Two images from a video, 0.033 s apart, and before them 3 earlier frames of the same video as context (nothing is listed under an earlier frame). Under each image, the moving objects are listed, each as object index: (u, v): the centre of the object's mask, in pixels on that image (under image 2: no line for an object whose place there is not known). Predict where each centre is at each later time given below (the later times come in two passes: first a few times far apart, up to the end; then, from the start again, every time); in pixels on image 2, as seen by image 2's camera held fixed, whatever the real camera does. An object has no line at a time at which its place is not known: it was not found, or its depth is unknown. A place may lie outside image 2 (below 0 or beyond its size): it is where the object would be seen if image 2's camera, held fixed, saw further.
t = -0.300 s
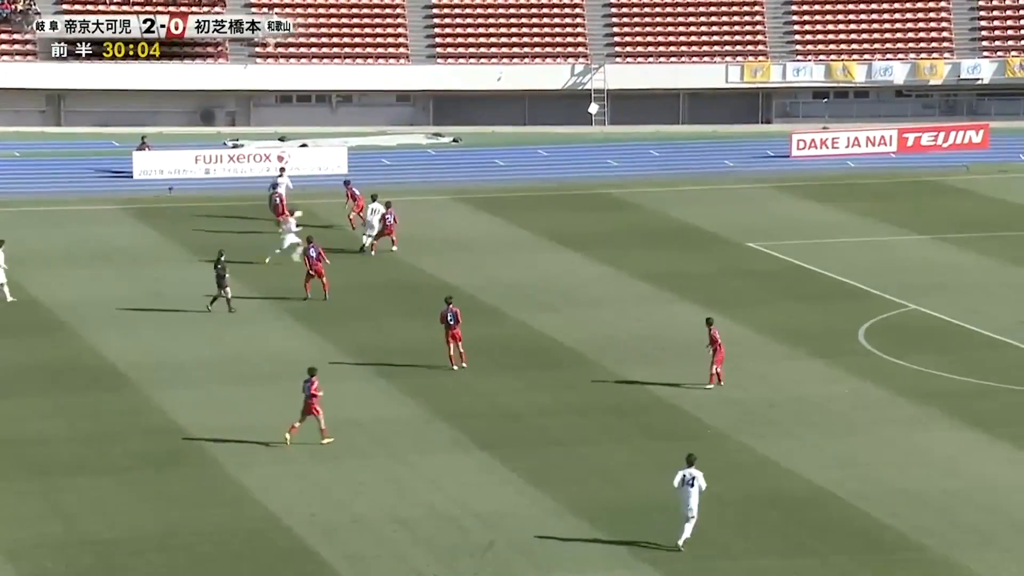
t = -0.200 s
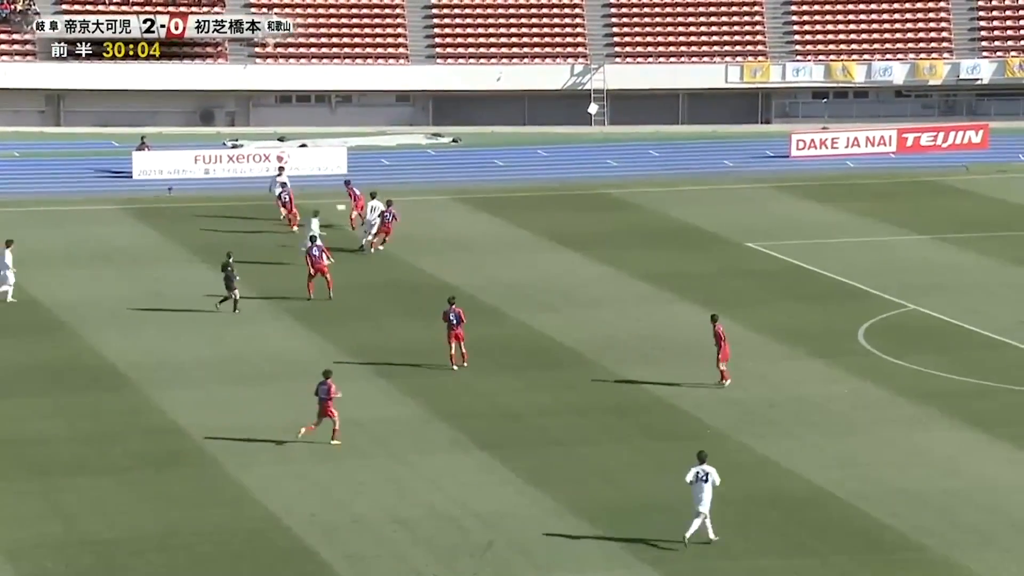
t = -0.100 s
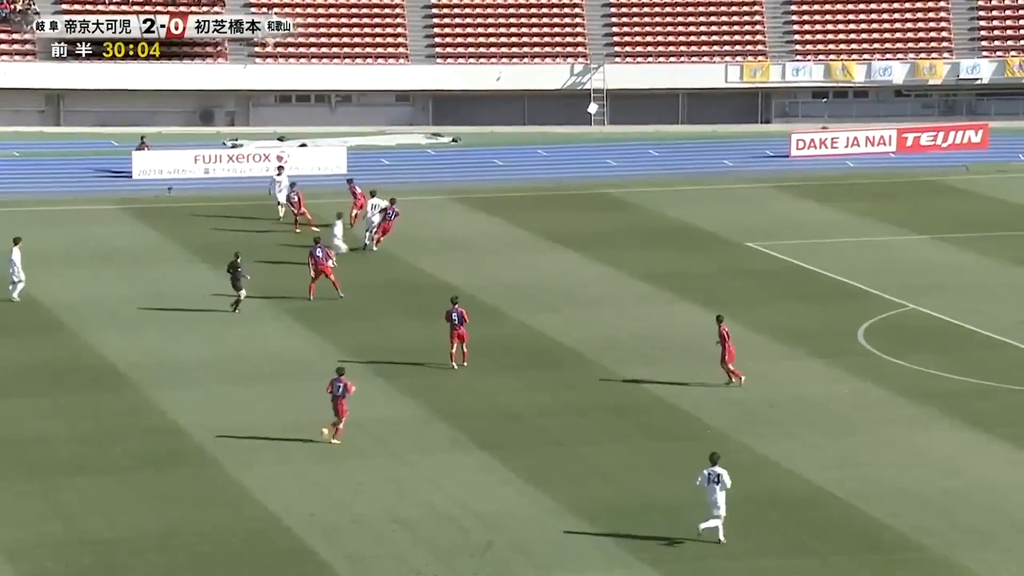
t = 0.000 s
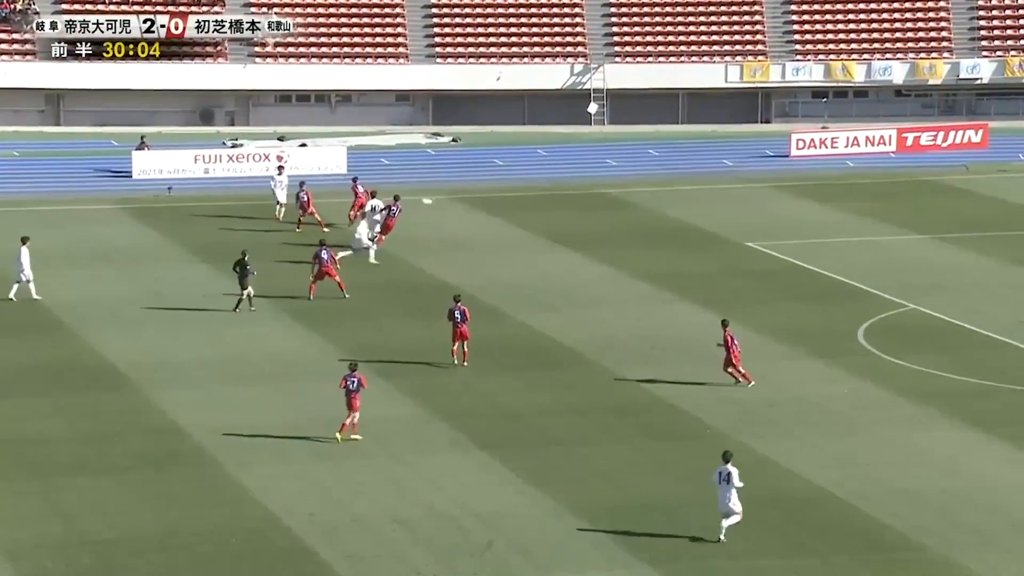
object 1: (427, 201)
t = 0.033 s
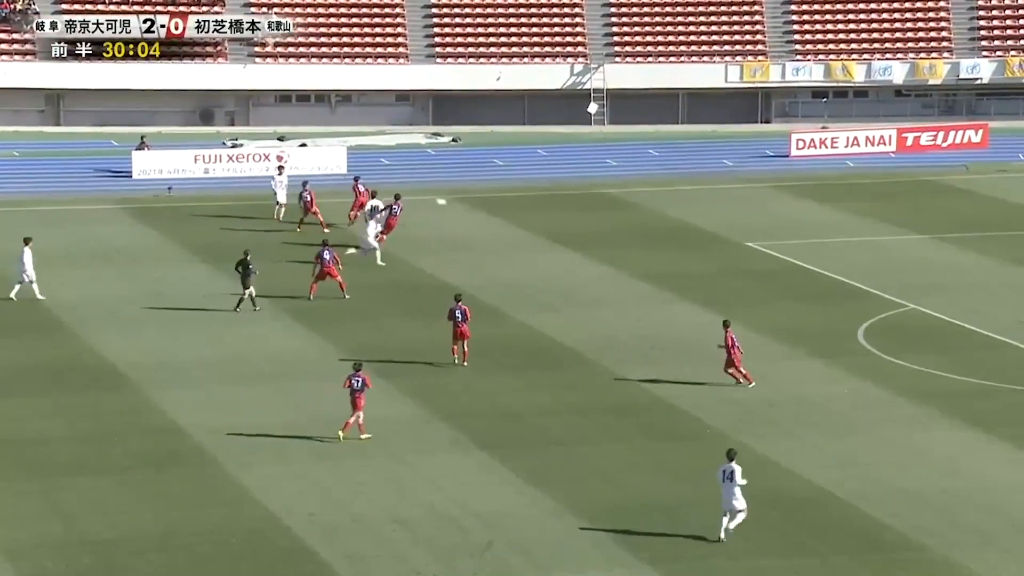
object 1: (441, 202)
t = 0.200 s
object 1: (511, 206)
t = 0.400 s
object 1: (595, 221)
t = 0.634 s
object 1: (668, 220)
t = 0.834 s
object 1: (723, 226)
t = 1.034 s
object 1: (768, 226)
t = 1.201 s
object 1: (803, 229)
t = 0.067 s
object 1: (455, 202)
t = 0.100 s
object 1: (469, 203)
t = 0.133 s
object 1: (483, 204)
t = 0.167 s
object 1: (497, 205)
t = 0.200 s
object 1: (511, 206)
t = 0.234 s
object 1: (525, 208)
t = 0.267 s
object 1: (539, 210)
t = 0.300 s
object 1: (553, 213)
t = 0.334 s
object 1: (567, 215)
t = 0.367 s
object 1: (581, 218)
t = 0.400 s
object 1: (595, 221)
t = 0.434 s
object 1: (609, 225)
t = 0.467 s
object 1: (621, 227)
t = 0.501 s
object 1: (630, 225)
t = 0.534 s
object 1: (638, 224)
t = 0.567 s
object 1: (648, 222)
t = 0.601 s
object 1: (659, 221)
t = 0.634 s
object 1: (668, 220)
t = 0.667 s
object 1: (677, 220)
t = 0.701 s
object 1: (686, 221)
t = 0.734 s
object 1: (696, 222)
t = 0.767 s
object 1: (704, 223)
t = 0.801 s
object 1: (714, 224)
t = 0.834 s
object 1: (723, 226)
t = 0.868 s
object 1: (731, 228)
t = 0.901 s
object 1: (739, 229)
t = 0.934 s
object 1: (747, 228)
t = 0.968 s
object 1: (754, 227)
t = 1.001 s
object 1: (761, 226)
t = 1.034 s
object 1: (768, 226)
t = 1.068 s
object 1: (775, 226)
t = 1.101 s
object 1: (782, 227)
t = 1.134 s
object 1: (789, 228)
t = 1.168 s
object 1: (796, 229)
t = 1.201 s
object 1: (803, 229)
